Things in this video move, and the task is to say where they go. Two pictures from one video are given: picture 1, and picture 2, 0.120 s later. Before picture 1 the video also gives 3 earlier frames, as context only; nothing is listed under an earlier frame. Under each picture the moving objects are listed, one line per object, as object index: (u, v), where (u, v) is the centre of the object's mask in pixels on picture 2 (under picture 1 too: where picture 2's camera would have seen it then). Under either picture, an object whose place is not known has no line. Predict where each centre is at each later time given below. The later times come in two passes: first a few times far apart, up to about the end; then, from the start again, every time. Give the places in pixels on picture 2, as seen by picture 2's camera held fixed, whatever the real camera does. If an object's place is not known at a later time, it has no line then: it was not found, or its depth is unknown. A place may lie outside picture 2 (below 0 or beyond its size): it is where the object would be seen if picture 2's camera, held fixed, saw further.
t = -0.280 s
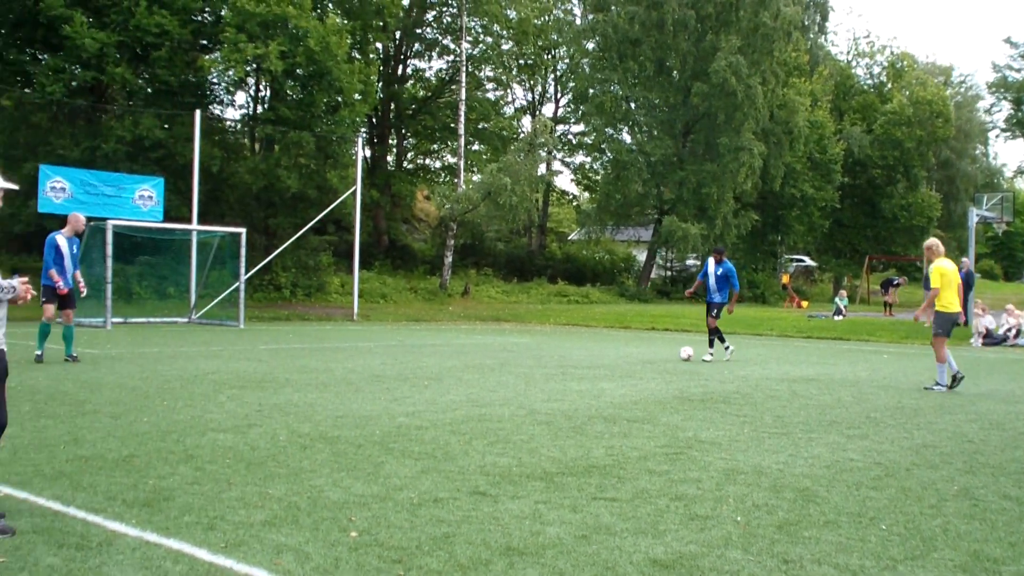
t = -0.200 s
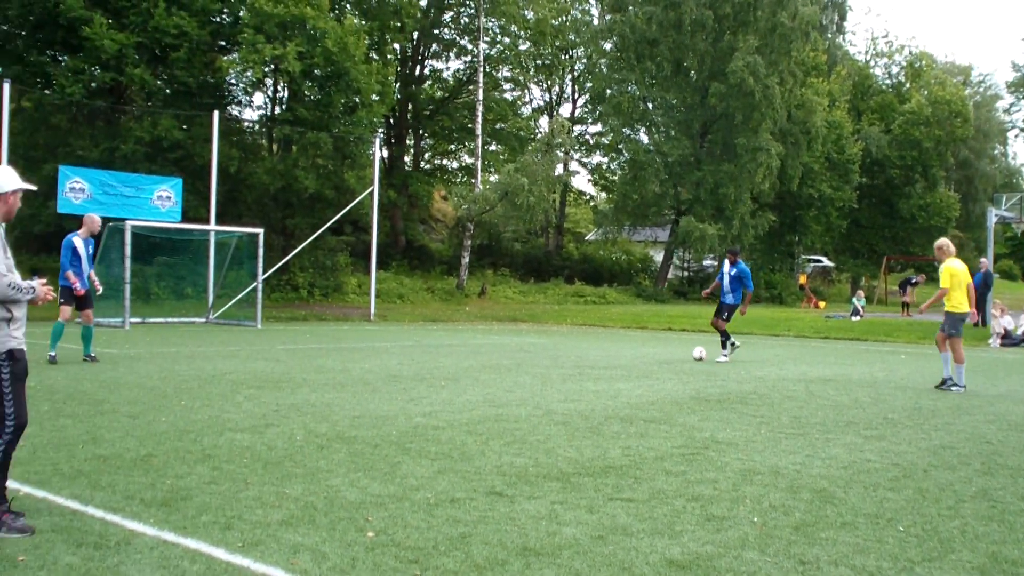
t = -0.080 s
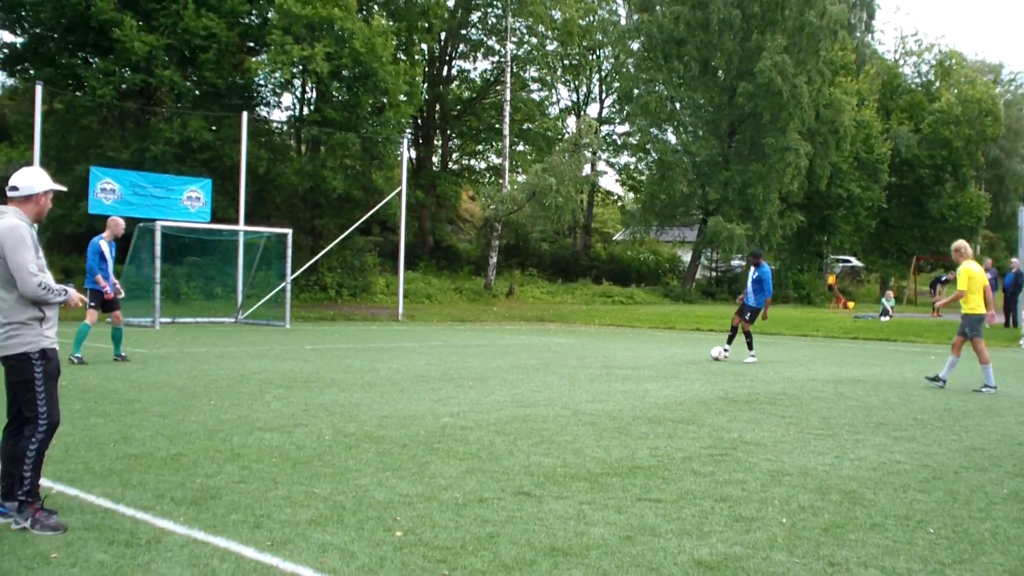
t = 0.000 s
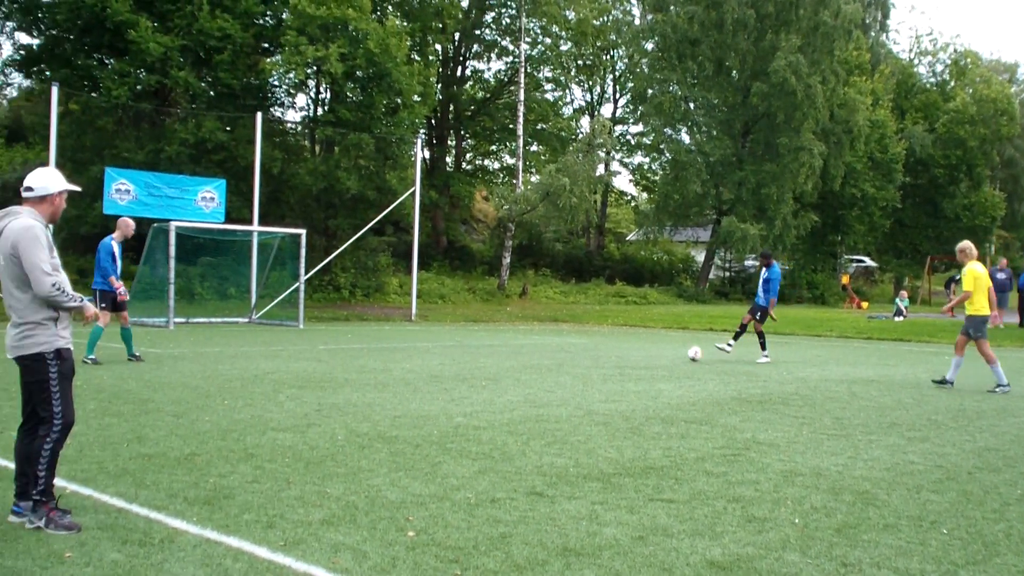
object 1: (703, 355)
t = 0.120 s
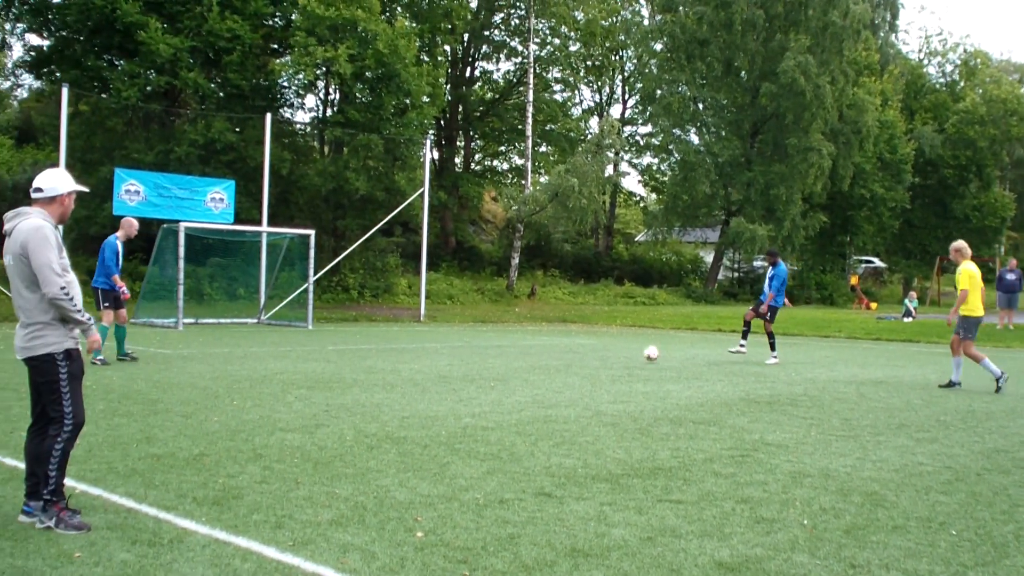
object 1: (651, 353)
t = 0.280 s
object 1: (585, 356)
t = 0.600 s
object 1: (465, 357)
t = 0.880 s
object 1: (358, 361)
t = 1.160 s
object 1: (243, 364)
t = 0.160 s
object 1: (634, 354)
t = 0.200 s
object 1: (616, 355)
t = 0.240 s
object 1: (600, 357)
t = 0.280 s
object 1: (585, 356)
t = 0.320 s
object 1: (568, 356)
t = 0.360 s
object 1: (552, 358)
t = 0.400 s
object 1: (537, 357)
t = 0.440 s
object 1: (524, 355)
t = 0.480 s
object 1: (509, 357)
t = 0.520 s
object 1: (494, 357)
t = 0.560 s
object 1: (480, 357)
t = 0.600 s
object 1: (465, 357)
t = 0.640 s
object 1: (450, 359)
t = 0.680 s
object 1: (435, 359)
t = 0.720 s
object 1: (420, 360)
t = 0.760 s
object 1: (405, 361)
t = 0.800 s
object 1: (390, 360)
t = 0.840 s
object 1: (374, 360)
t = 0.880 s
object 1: (358, 361)
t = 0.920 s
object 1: (342, 360)
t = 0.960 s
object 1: (326, 360)
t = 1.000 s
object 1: (310, 360)
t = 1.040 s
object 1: (293, 362)
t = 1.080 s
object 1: (276, 363)
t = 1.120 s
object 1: (260, 363)
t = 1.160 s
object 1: (243, 364)
